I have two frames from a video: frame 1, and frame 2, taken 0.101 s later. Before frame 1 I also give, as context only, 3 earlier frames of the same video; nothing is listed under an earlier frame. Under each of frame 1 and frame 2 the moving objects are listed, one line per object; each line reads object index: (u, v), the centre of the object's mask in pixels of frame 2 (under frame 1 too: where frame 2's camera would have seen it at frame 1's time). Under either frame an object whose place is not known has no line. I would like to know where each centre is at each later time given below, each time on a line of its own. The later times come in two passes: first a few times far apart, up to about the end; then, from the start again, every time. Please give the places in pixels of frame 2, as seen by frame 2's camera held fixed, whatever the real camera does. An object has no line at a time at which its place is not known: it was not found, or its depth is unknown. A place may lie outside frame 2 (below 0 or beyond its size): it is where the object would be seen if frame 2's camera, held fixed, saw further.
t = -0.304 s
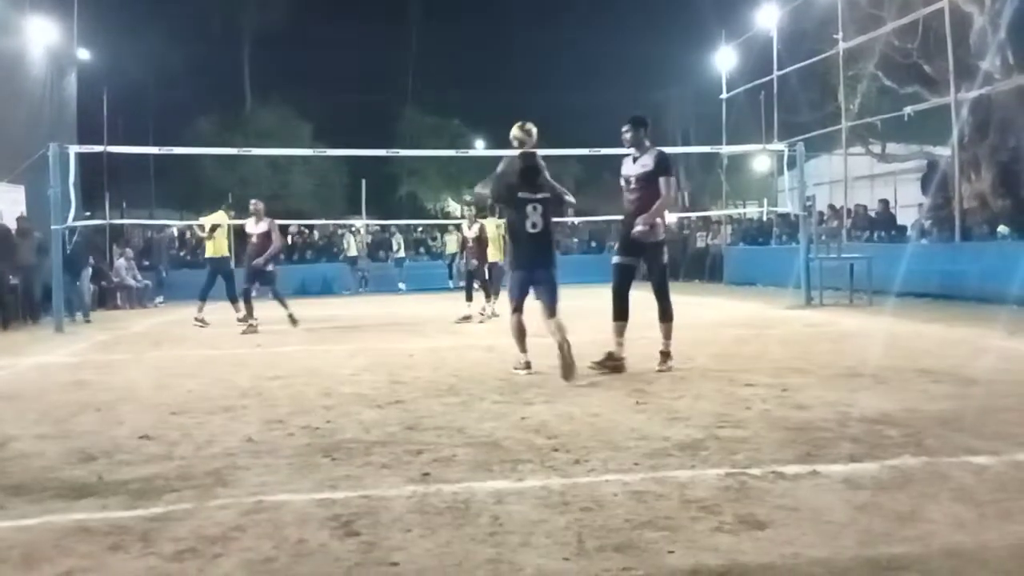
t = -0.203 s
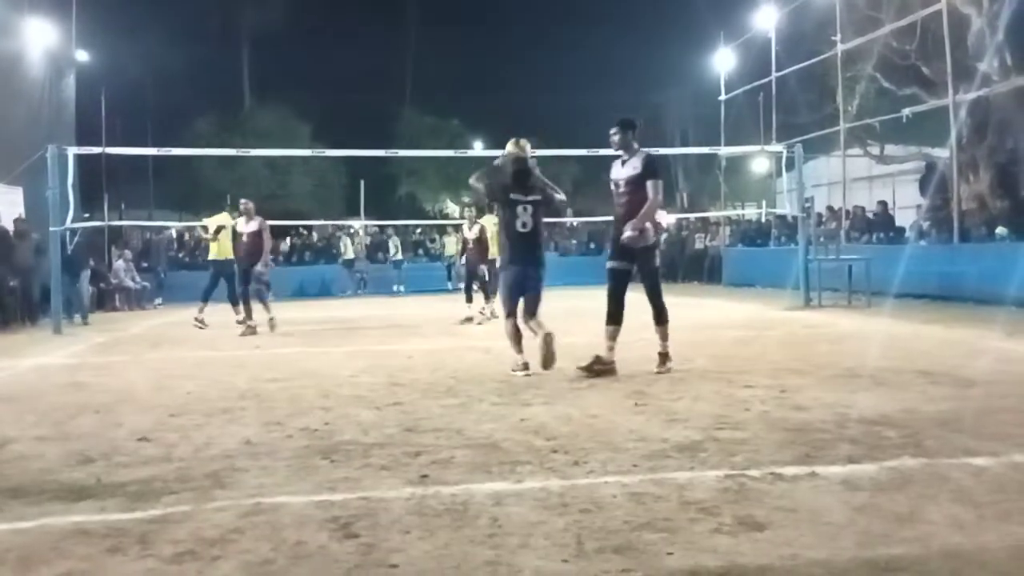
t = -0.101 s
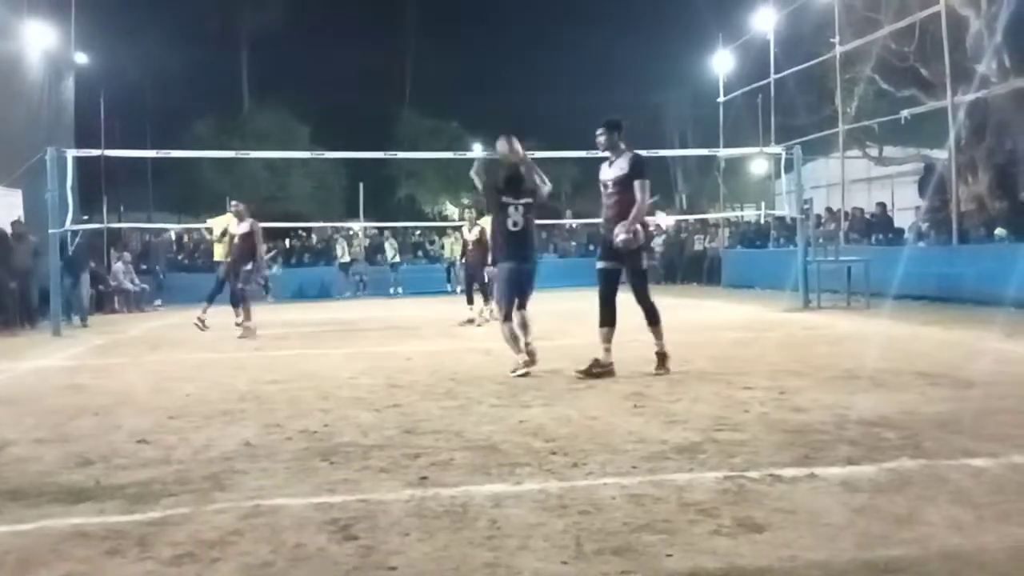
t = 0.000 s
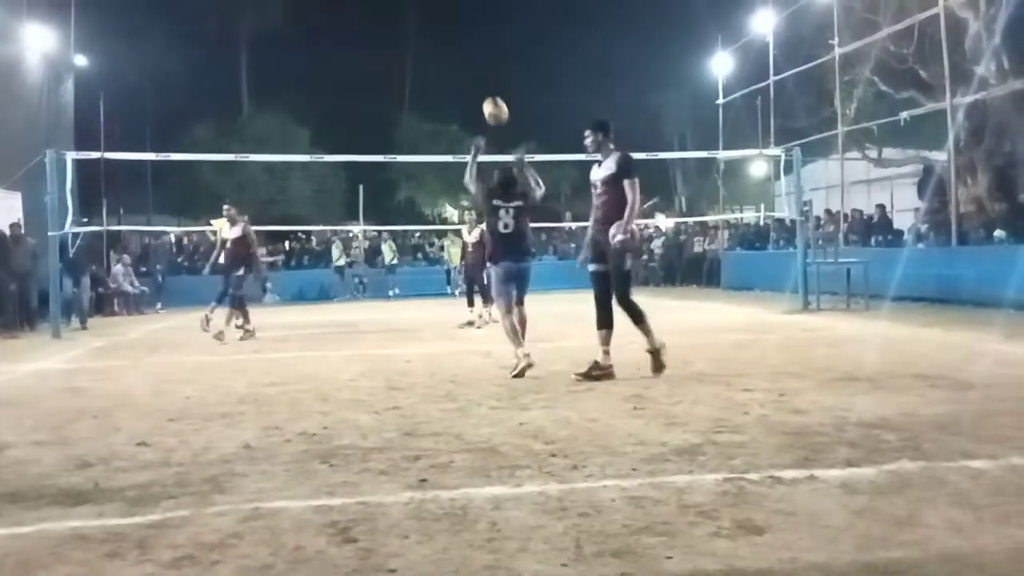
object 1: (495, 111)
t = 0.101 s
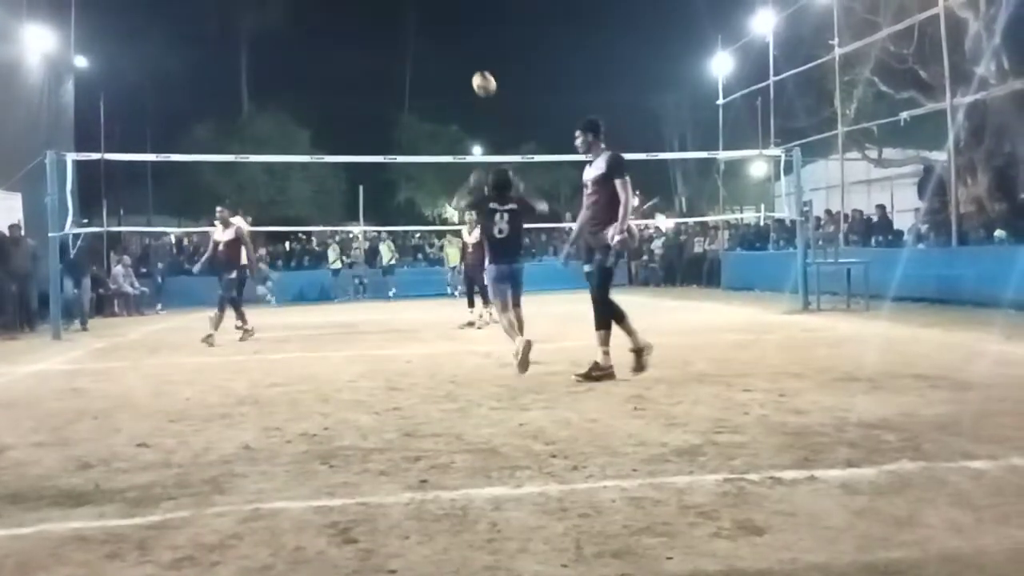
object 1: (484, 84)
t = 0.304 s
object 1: (464, 65)
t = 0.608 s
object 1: (443, 104)
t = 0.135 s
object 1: (480, 77)
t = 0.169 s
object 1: (477, 73)
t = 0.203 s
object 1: (473, 69)
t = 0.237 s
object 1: (470, 67)
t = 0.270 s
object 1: (467, 65)
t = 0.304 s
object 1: (464, 65)
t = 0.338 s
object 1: (461, 66)
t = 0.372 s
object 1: (458, 68)
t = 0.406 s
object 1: (456, 70)
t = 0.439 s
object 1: (453, 74)
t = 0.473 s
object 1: (451, 78)
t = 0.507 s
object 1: (449, 84)
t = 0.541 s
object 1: (446, 90)
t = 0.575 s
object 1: (444, 97)
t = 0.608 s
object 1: (443, 104)
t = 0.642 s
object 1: (441, 112)
